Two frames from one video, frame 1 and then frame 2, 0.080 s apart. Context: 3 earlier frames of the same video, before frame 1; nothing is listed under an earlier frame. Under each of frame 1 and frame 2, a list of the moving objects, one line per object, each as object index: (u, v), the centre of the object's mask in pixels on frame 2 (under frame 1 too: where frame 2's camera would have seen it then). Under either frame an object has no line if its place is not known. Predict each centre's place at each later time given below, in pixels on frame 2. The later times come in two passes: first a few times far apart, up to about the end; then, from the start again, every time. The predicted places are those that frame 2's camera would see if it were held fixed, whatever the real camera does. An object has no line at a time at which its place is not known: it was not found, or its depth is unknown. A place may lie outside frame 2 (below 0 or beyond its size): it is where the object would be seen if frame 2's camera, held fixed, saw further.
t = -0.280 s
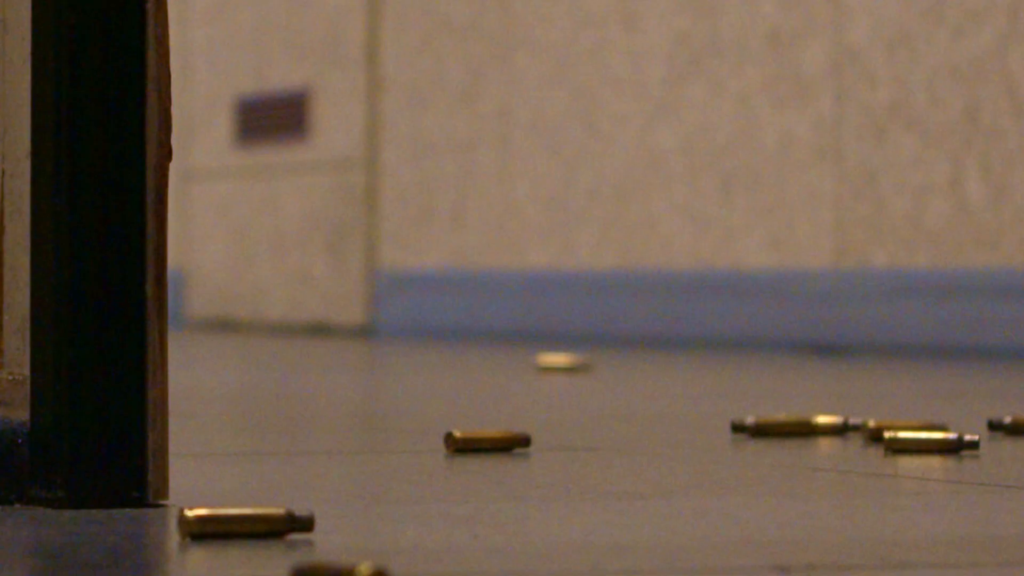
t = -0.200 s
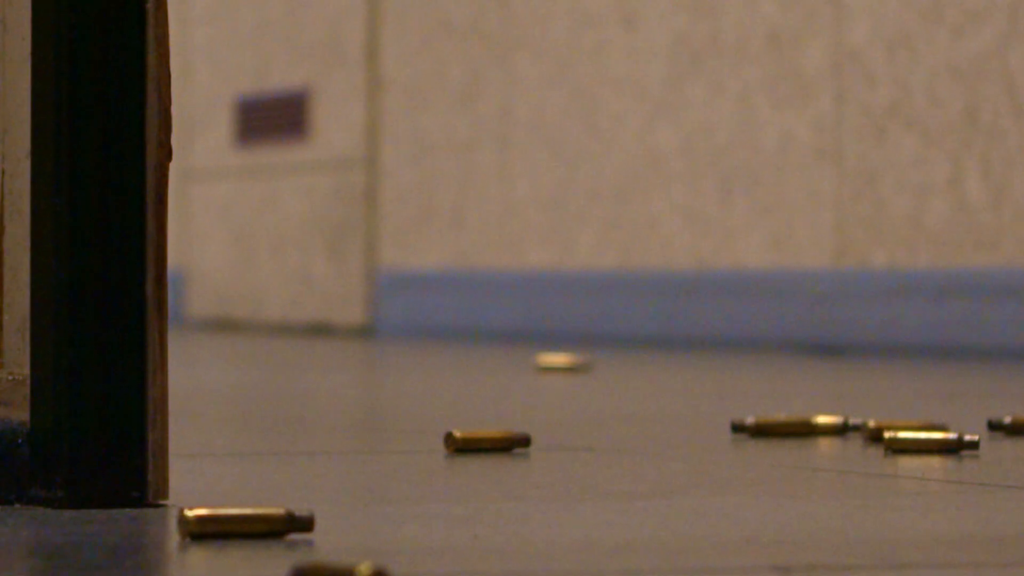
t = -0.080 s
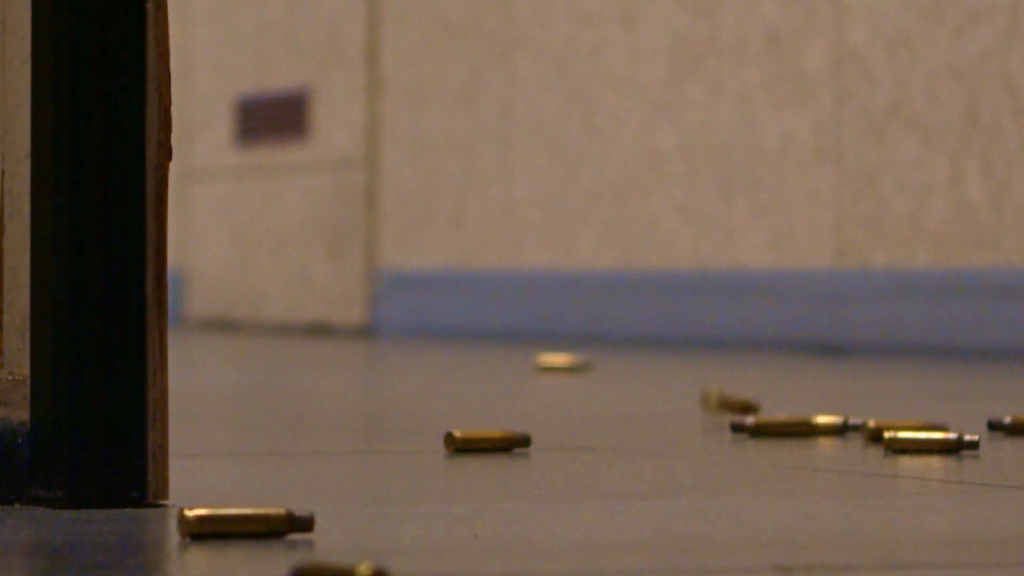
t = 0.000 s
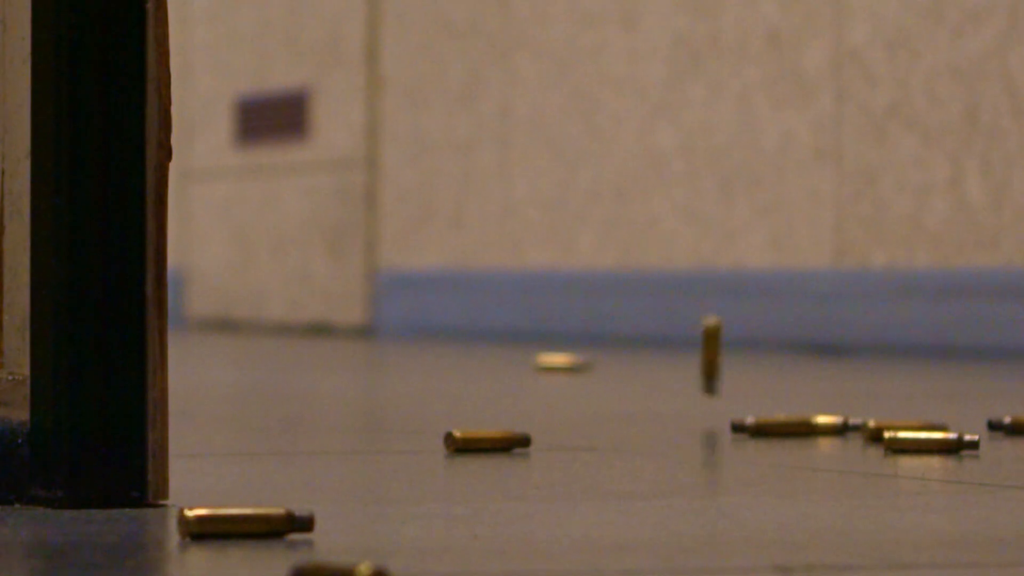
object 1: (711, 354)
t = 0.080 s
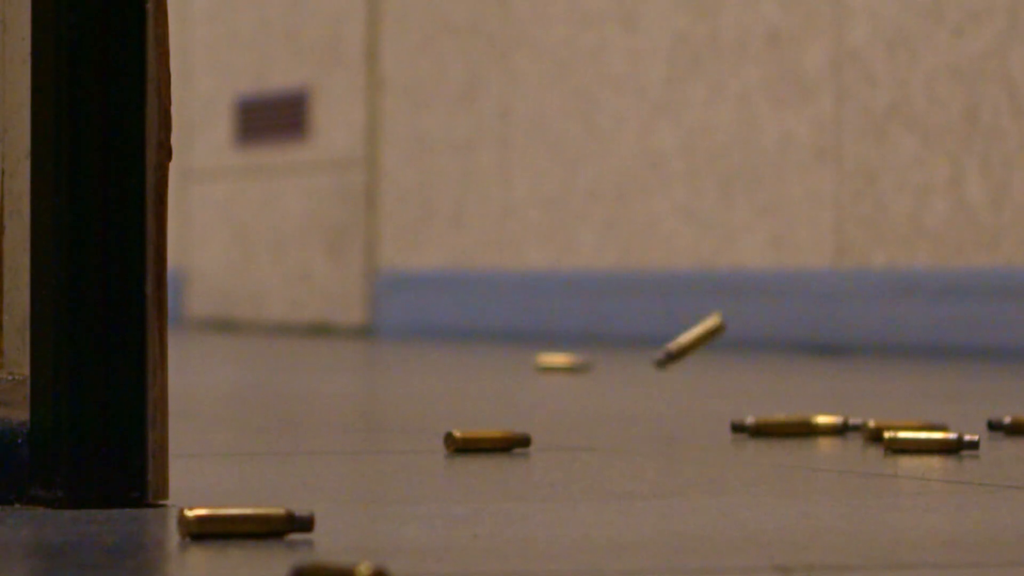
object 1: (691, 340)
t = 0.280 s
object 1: (658, 404)
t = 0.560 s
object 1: (654, 414)
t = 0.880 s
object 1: (653, 414)
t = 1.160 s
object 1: (654, 415)
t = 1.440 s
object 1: (655, 415)
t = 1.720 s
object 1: (654, 415)
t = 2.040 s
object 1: (655, 415)
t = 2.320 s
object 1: (655, 415)
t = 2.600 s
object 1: (654, 415)
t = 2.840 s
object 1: (654, 415)
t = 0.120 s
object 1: (685, 350)
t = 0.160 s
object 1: (680, 378)
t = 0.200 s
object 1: (669, 393)
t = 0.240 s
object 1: (663, 404)
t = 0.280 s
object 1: (658, 404)
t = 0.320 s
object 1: (654, 411)
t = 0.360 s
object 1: (654, 412)
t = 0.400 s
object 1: (655, 414)
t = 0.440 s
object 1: (655, 414)
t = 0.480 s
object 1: (655, 415)
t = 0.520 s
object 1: (654, 415)
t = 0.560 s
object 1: (654, 414)
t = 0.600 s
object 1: (653, 415)
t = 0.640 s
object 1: (653, 414)
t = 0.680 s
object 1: (653, 414)
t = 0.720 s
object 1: (653, 414)
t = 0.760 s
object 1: (653, 414)
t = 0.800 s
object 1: (653, 414)
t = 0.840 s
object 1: (653, 414)
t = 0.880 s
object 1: (653, 414)
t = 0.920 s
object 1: (653, 414)
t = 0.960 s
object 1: (653, 414)
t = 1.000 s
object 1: (653, 414)
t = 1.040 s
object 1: (654, 414)
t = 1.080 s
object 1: (654, 414)
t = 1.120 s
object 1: (654, 415)
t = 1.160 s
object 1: (654, 415)
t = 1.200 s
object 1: (654, 415)
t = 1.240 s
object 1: (654, 415)
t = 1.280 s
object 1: (654, 415)
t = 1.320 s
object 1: (654, 415)
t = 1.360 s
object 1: (655, 415)
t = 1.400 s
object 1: (655, 415)
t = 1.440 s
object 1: (655, 415)
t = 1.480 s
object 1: (655, 415)
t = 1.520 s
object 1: (655, 415)
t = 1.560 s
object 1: (654, 415)
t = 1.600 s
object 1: (655, 415)
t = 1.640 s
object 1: (654, 415)
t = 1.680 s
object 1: (654, 415)
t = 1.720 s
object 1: (654, 415)
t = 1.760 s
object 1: (655, 415)
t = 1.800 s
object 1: (655, 415)
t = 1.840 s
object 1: (655, 415)
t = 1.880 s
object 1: (654, 415)
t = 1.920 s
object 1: (654, 415)
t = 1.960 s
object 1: (654, 415)
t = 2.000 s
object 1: (654, 415)
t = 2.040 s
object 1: (655, 415)
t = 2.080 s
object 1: (655, 415)
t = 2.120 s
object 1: (655, 415)
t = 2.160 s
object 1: (655, 415)
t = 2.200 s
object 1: (655, 415)
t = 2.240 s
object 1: (655, 415)
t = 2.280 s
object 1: (654, 415)
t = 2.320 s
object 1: (655, 415)
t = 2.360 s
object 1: (655, 415)
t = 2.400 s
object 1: (655, 415)
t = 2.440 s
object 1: (654, 415)
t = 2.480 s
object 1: (654, 415)
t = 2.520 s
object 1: (654, 415)
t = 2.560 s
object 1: (654, 415)
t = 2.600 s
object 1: (654, 415)
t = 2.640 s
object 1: (654, 415)
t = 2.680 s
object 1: (655, 415)
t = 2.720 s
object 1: (655, 415)
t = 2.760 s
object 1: (654, 415)
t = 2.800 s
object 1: (655, 415)
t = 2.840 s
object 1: (654, 415)
